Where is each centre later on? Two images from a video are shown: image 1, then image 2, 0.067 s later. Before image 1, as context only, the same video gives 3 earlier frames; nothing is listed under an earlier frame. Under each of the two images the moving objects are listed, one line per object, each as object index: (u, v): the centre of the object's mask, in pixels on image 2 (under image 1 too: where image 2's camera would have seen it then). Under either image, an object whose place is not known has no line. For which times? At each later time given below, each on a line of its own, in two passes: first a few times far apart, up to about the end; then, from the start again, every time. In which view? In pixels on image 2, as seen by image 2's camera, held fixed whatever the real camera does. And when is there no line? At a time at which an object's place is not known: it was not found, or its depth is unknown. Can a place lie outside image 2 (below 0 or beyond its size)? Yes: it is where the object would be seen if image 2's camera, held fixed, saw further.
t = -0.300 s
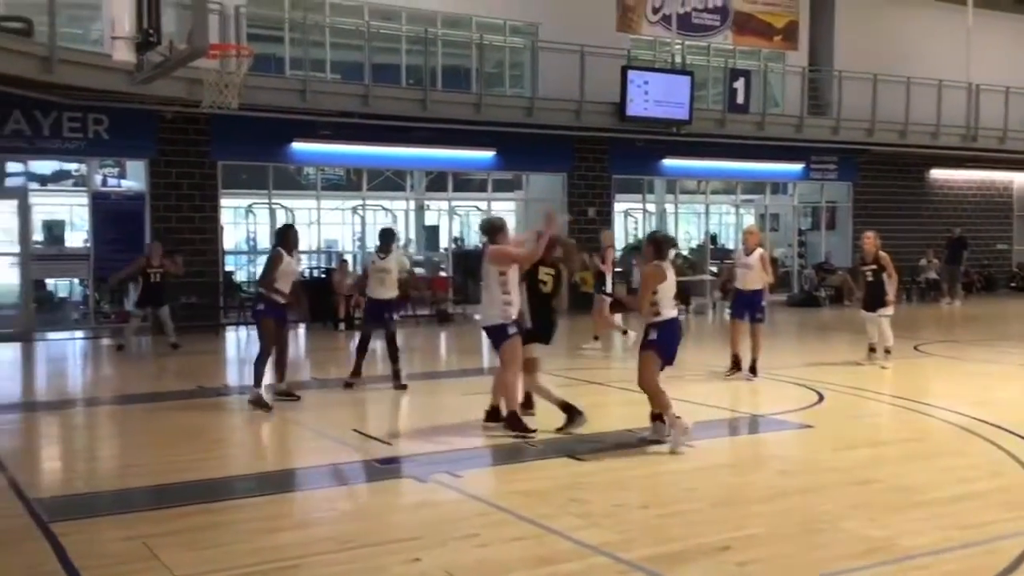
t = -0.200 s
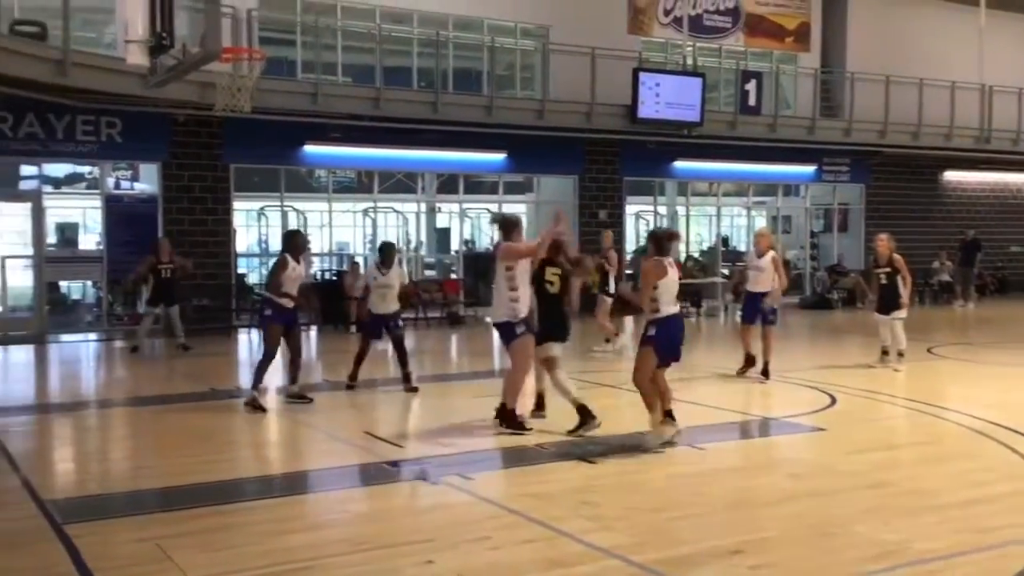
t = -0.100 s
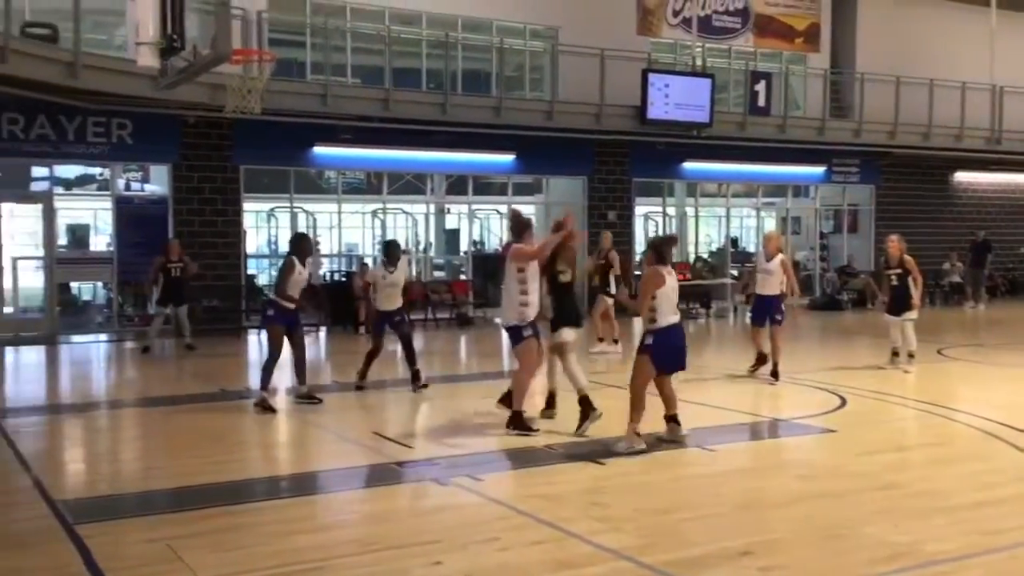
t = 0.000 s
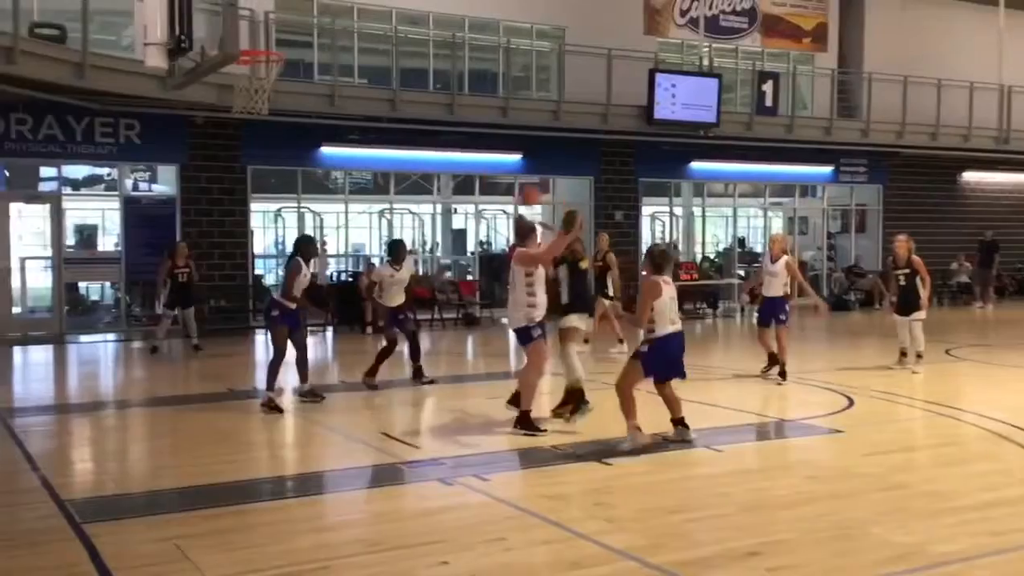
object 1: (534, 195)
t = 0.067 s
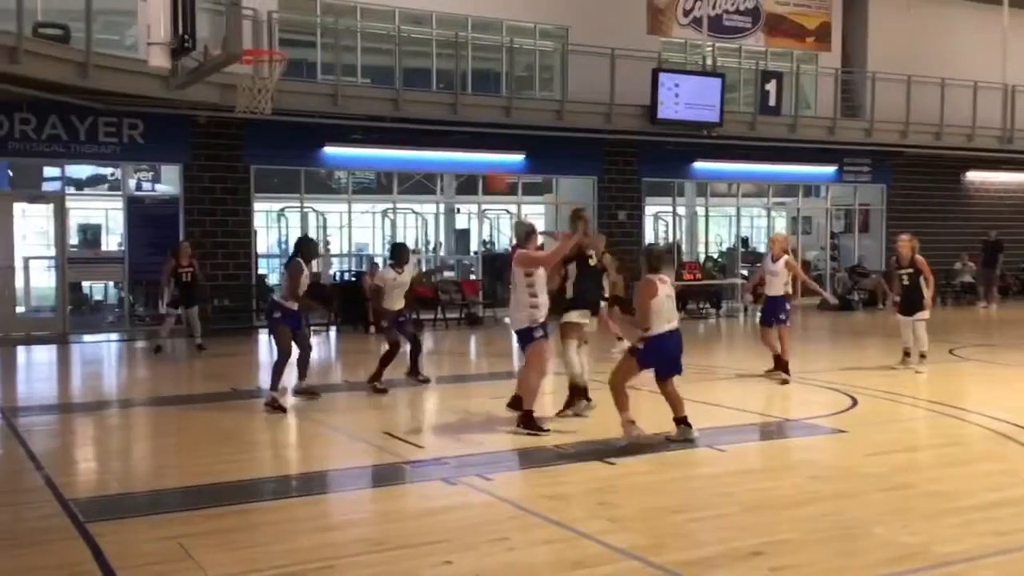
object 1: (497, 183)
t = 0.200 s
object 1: (425, 166)
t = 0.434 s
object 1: (327, 175)
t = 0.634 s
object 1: (259, 215)
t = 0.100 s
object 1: (476, 175)
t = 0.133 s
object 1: (457, 171)
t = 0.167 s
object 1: (443, 168)
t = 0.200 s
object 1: (425, 166)
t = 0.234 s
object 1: (409, 165)
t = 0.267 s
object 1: (394, 165)
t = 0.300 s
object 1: (380, 165)
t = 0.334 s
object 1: (365, 166)
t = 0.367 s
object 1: (352, 170)
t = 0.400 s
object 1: (339, 173)
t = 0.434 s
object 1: (327, 175)
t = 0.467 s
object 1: (317, 180)
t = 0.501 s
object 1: (304, 187)
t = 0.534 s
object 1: (293, 192)
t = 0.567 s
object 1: (280, 198)
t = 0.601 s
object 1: (269, 207)
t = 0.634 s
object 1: (259, 215)
